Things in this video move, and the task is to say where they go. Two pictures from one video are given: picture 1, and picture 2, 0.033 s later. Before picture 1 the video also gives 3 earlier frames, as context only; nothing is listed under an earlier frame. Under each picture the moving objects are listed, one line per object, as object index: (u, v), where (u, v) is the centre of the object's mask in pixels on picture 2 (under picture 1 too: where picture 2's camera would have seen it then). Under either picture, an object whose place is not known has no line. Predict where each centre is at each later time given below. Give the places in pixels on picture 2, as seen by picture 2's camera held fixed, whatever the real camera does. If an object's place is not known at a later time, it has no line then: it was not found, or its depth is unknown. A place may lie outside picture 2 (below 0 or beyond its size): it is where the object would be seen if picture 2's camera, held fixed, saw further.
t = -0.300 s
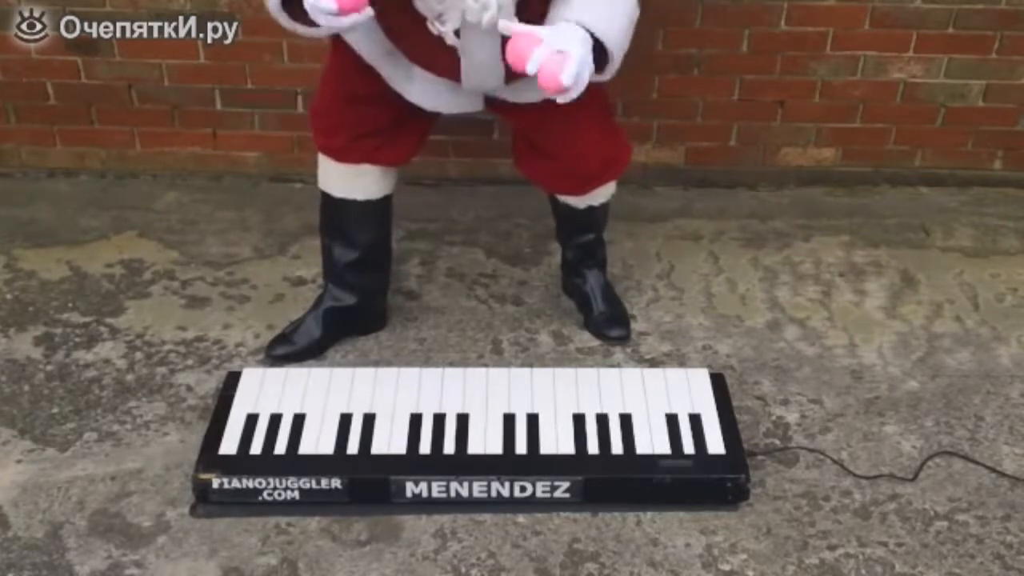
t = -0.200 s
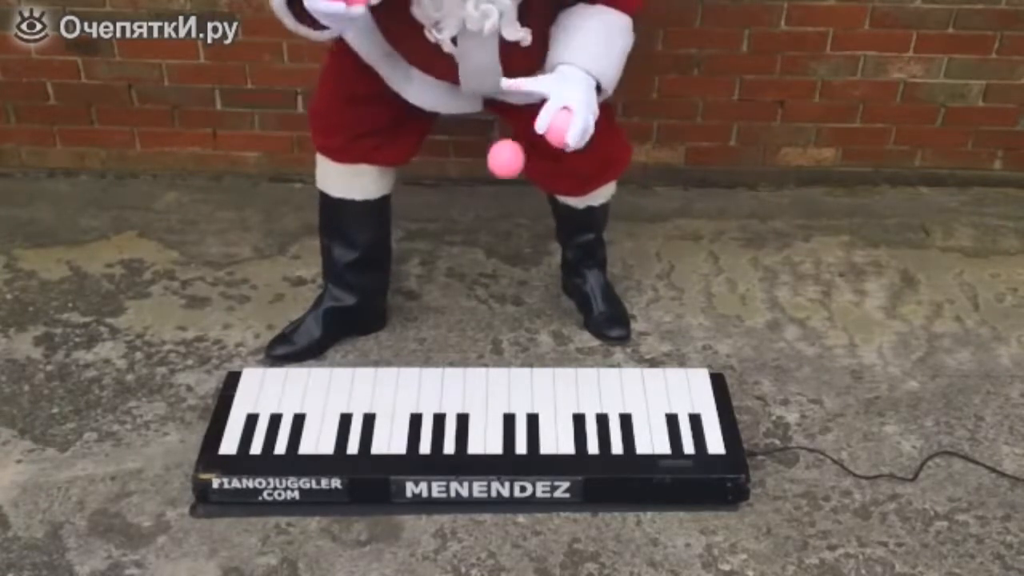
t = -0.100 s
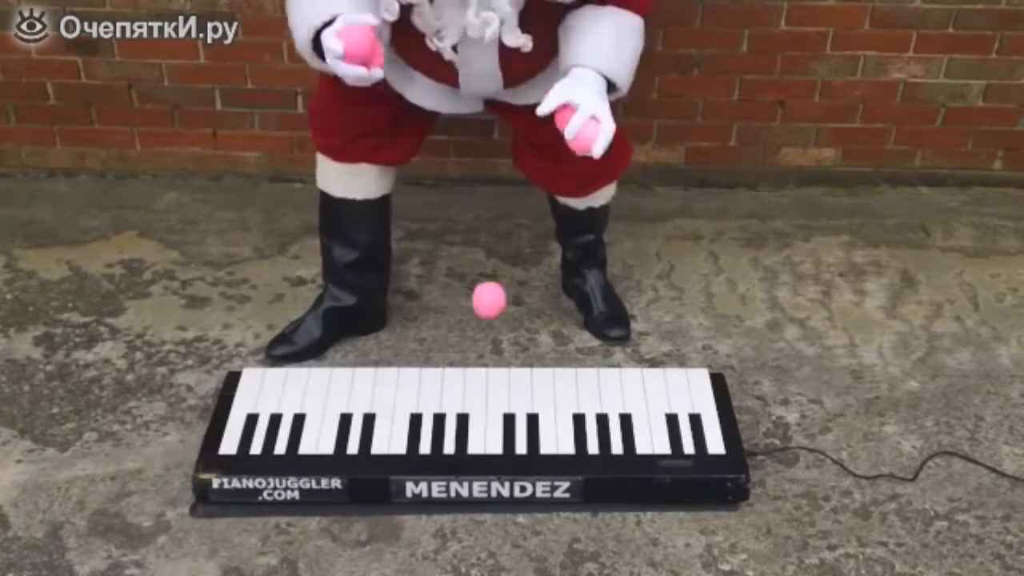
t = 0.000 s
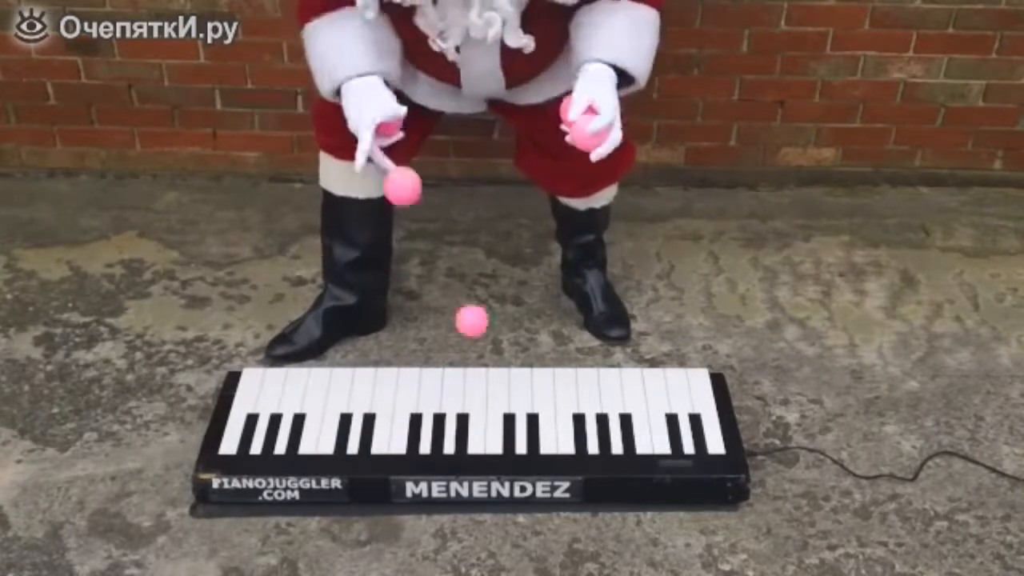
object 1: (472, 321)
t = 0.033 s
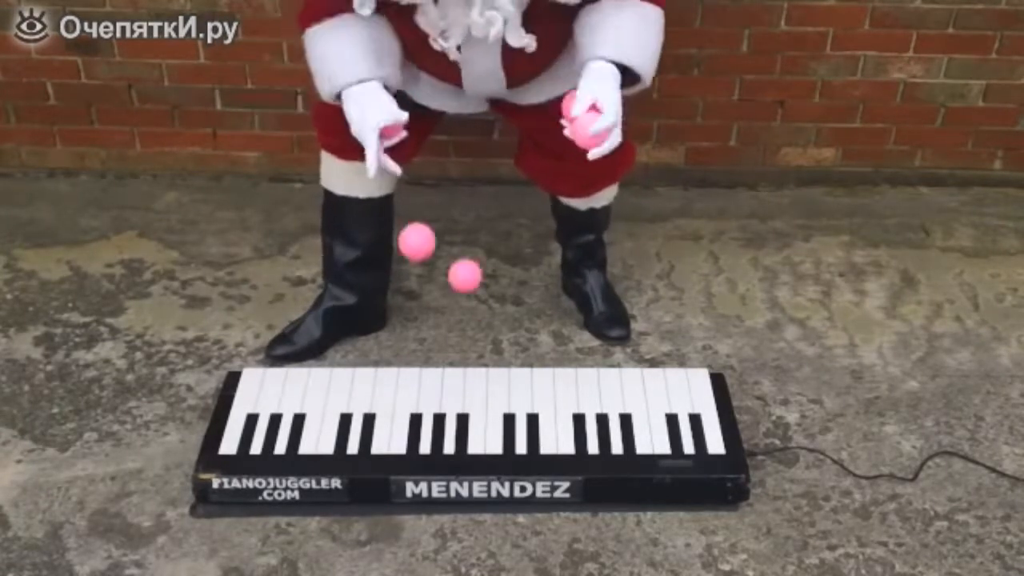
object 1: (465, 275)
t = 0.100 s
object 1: (451, 193)
